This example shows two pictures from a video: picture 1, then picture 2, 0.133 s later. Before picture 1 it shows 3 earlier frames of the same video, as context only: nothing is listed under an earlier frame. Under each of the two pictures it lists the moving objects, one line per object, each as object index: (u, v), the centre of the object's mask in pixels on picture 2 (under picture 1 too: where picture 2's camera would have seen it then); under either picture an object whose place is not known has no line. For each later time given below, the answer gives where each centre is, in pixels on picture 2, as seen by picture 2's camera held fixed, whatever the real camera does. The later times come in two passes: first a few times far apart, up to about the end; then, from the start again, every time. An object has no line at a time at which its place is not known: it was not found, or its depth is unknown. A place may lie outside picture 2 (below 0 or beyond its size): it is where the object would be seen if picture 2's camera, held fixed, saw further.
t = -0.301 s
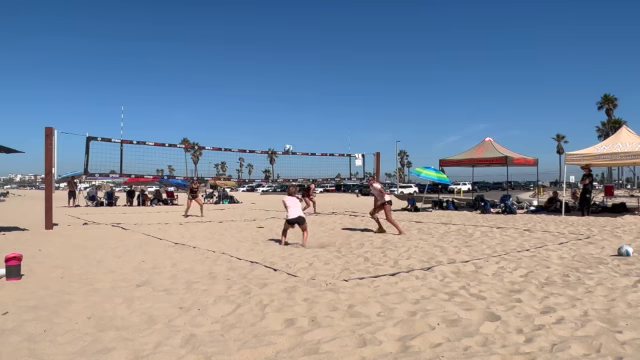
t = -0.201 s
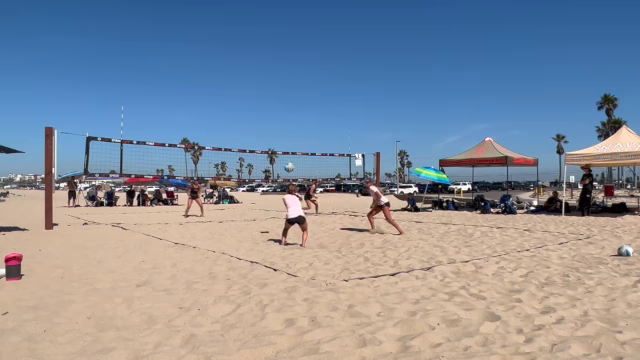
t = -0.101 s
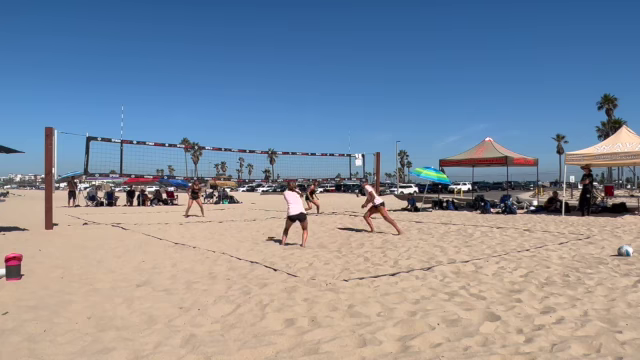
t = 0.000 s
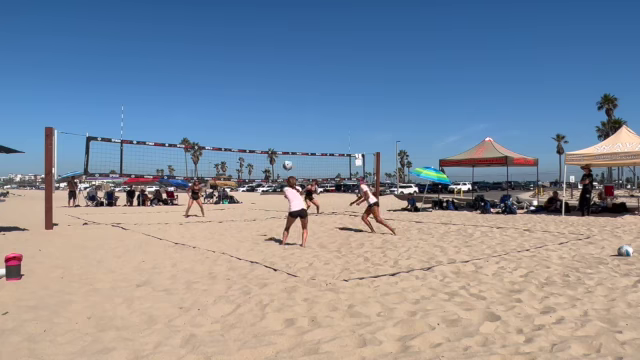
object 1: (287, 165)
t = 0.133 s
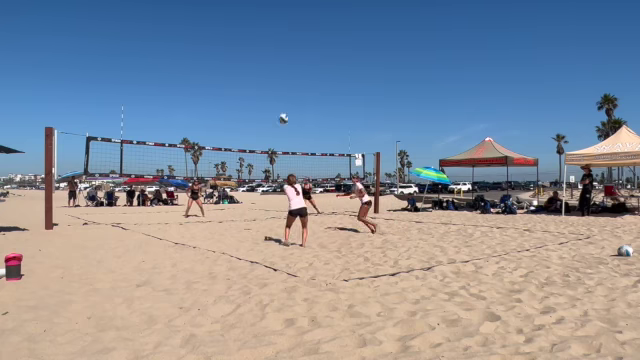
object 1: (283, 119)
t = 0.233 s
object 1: (280, 90)
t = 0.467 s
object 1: (276, 45)
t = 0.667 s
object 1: (272, 26)
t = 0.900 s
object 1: (270, 26)
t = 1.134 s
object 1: (269, 46)
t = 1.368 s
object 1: (268, 85)
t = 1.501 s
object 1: (270, 115)
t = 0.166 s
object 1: (282, 108)
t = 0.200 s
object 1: (281, 99)
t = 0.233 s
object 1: (280, 90)
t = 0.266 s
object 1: (280, 82)
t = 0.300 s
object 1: (279, 74)
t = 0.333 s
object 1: (279, 67)
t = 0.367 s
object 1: (277, 61)
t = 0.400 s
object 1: (277, 55)
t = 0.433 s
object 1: (277, 49)
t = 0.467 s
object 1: (276, 45)
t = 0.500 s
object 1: (275, 40)
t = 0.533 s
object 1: (275, 36)
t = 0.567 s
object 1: (274, 33)
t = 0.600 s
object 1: (273, 30)
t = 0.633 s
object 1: (273, 27)
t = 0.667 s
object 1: (272, 26)
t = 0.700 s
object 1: (272, 24)
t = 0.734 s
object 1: (272, 23)
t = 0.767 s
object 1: (271, 23)
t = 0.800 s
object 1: (271, 23)
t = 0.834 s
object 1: (270, 23)
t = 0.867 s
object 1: (270, 24)
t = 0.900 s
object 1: (270, 26)
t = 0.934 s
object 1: (270, 27)
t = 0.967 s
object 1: (269, 29)
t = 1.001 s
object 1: (269, 32)
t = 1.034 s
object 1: (269, 35)
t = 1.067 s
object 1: (269, 38)
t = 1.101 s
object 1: (269, 42)
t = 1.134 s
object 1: (269, 46)
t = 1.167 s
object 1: (269, 50)
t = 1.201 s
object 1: (269, 55)
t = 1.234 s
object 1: (269, 61)
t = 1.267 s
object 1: (269, 67)
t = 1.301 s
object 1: (268, 73)
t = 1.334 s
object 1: (268, 79)
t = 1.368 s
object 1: (268, 85)
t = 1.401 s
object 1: (269, 92)
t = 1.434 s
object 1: (269, 100)
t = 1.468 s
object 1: (270, 107)
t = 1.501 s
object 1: (270, 115)
